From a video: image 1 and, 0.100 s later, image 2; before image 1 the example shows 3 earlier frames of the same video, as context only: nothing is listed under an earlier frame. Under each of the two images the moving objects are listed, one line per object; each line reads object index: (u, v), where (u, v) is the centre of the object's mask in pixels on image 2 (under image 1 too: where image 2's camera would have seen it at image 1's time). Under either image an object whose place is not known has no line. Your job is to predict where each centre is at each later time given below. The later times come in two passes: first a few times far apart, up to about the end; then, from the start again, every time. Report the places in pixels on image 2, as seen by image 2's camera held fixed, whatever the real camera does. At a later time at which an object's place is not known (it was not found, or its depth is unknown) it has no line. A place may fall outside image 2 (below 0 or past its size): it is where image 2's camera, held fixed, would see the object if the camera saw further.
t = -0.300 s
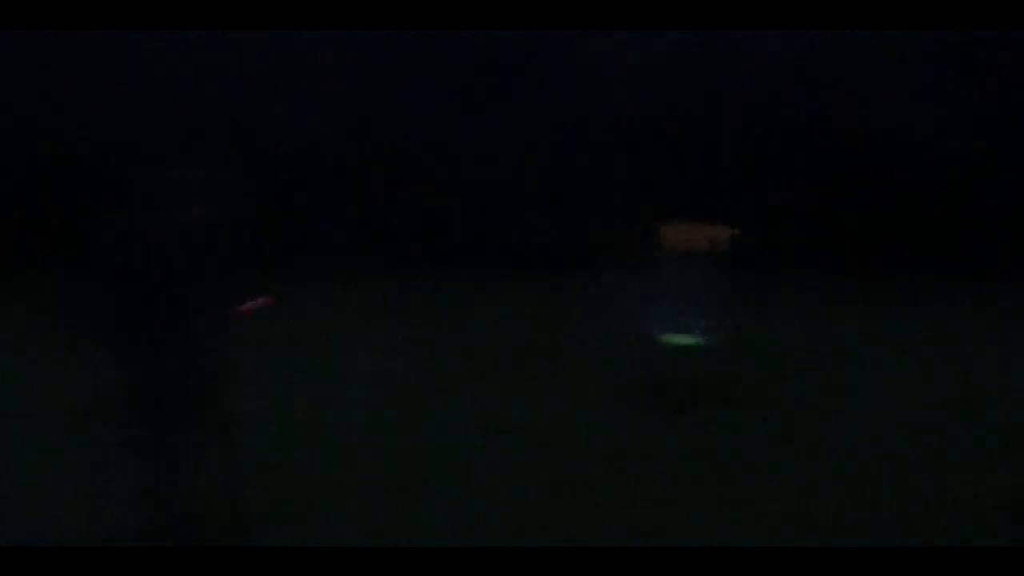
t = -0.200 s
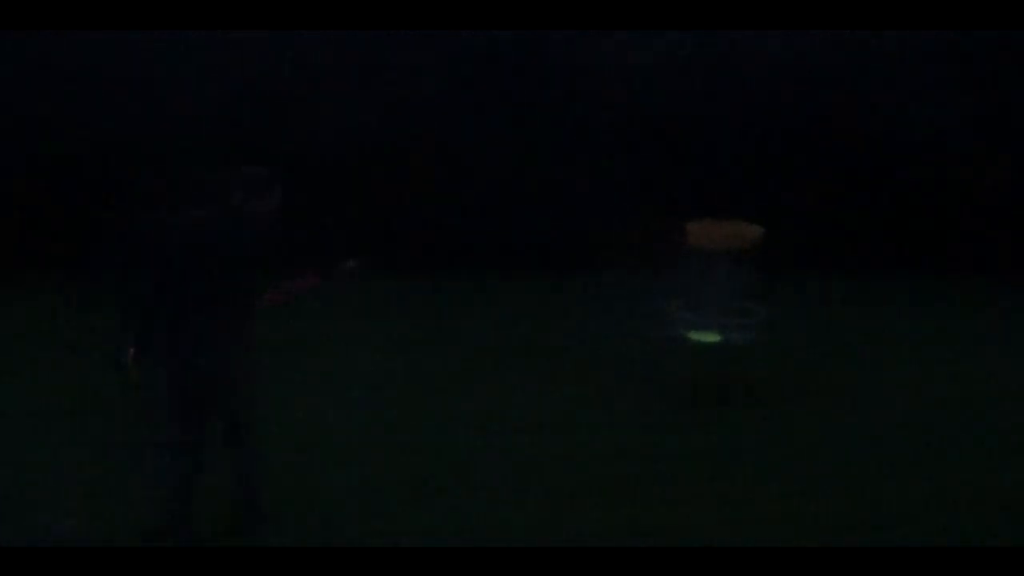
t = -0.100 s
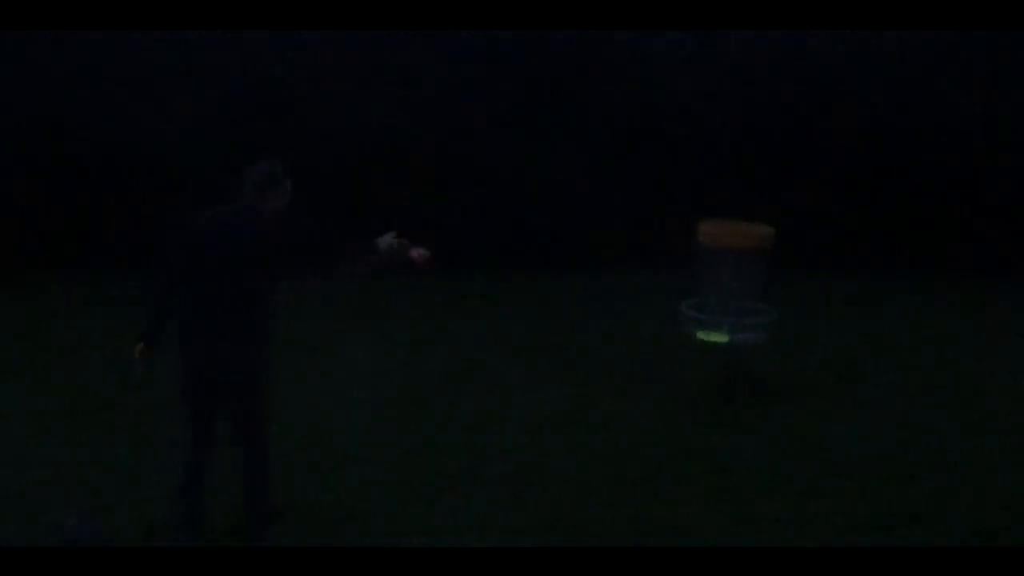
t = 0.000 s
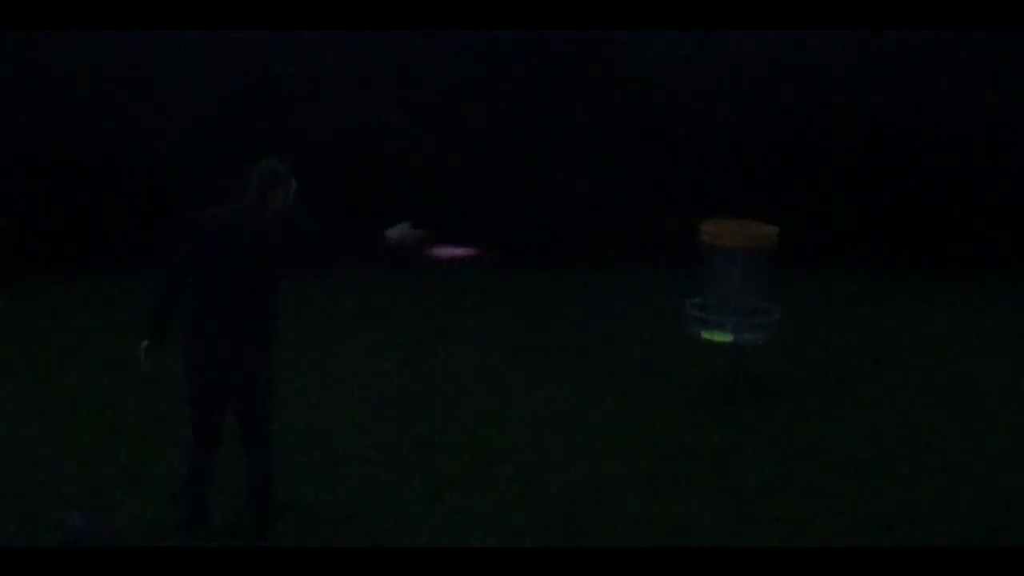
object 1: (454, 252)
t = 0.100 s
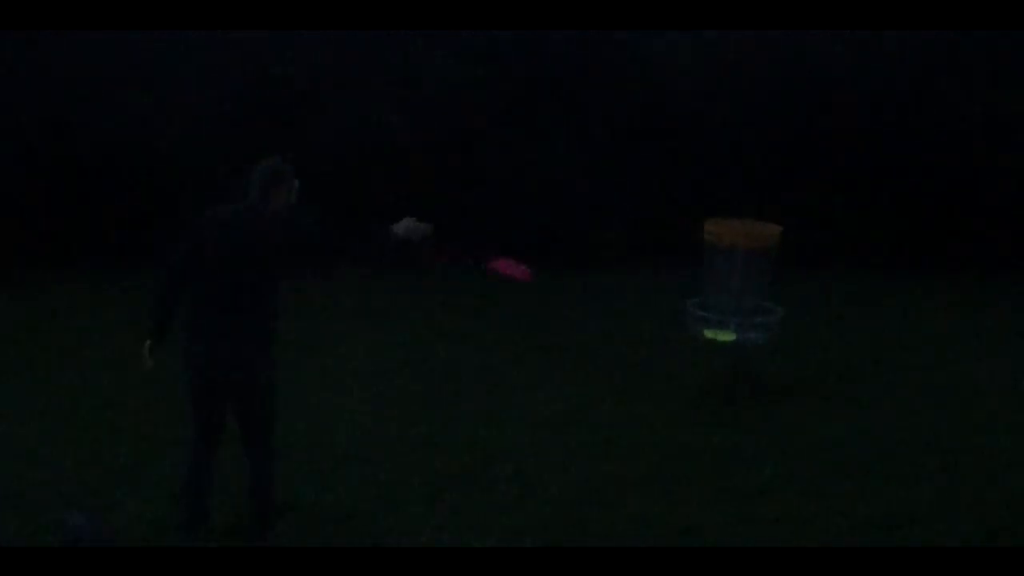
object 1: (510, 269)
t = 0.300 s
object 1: (587, 322)
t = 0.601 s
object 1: (650, 373)
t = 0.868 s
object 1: (650, 372)
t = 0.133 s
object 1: (515, 273)
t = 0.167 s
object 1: (528, 280)
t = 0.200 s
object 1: (545, 291)
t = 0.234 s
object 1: (557, 301)
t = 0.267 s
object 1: (571, 312)
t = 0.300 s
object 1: (587, 322)
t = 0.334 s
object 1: (593, 326)
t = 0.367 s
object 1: (606, 334)
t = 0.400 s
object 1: (610, 338)
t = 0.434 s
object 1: (623, 350)
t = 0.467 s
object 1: (633, 359)
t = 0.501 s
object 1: (645, 370)
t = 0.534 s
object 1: (648, 372)
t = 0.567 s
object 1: (649, 373)
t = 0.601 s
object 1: (650, 373)
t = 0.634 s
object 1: (650, 373)
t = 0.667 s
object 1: (650, 373)
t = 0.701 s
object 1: (651, 373)
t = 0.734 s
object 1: (651, 373)
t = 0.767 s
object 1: (650, 373)
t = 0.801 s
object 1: (651, 373)
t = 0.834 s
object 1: (651, 373)
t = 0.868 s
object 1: (650, 372)
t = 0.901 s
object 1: (650, 372)
